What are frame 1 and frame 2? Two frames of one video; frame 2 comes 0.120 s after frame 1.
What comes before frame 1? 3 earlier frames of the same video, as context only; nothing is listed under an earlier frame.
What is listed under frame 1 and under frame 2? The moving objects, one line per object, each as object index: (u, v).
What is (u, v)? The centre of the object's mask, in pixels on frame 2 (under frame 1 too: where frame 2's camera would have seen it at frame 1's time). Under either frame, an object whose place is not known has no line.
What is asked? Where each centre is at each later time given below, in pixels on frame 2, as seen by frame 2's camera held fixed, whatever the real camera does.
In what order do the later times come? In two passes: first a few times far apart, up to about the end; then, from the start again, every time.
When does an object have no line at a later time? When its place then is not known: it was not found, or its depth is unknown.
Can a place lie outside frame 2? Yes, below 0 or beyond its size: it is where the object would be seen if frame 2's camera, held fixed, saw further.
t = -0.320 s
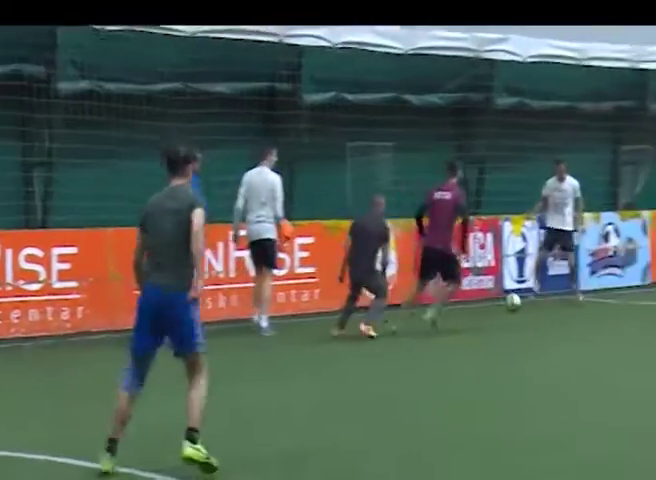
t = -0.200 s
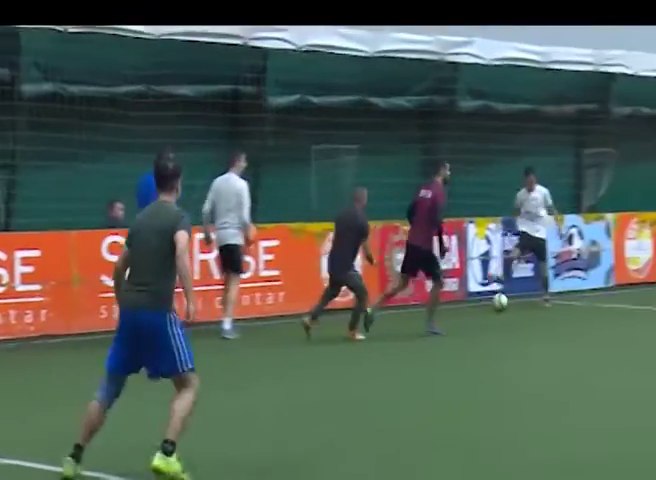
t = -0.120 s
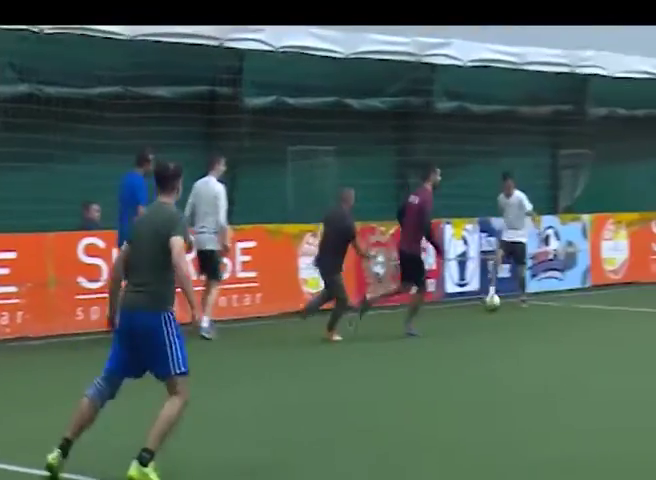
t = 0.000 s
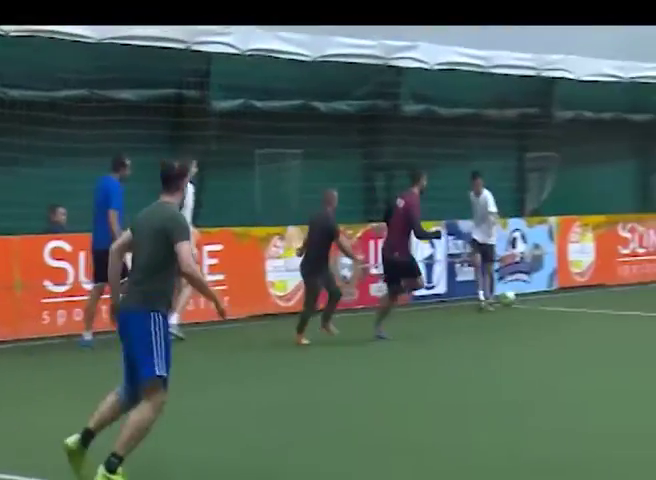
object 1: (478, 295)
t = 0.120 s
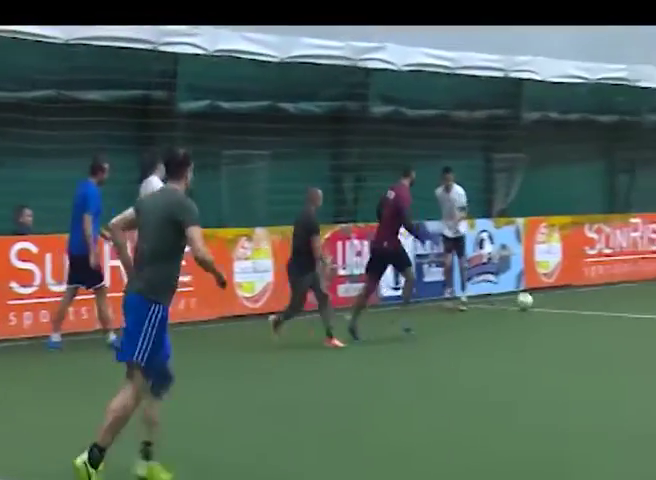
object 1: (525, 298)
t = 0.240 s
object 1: (576, 311)
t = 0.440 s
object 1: (645, 308)
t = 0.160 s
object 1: (542, 302)
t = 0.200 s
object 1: (560, 308)
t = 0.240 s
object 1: (576, 311)
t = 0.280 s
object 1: (590, 308)
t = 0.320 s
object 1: (604, 305)
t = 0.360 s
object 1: (617, 303)
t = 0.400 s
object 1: (631, 305)
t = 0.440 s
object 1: (645, 308)
